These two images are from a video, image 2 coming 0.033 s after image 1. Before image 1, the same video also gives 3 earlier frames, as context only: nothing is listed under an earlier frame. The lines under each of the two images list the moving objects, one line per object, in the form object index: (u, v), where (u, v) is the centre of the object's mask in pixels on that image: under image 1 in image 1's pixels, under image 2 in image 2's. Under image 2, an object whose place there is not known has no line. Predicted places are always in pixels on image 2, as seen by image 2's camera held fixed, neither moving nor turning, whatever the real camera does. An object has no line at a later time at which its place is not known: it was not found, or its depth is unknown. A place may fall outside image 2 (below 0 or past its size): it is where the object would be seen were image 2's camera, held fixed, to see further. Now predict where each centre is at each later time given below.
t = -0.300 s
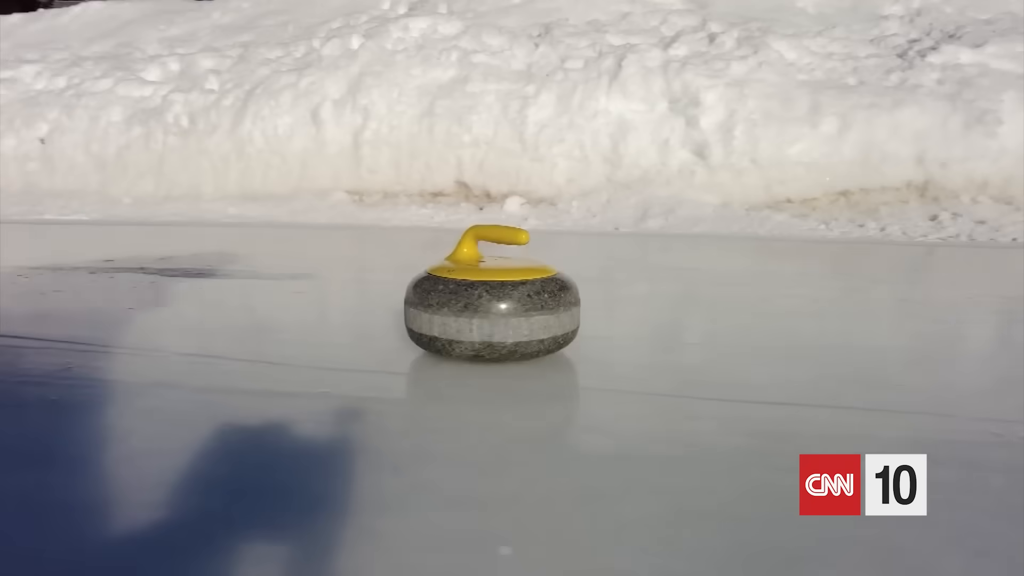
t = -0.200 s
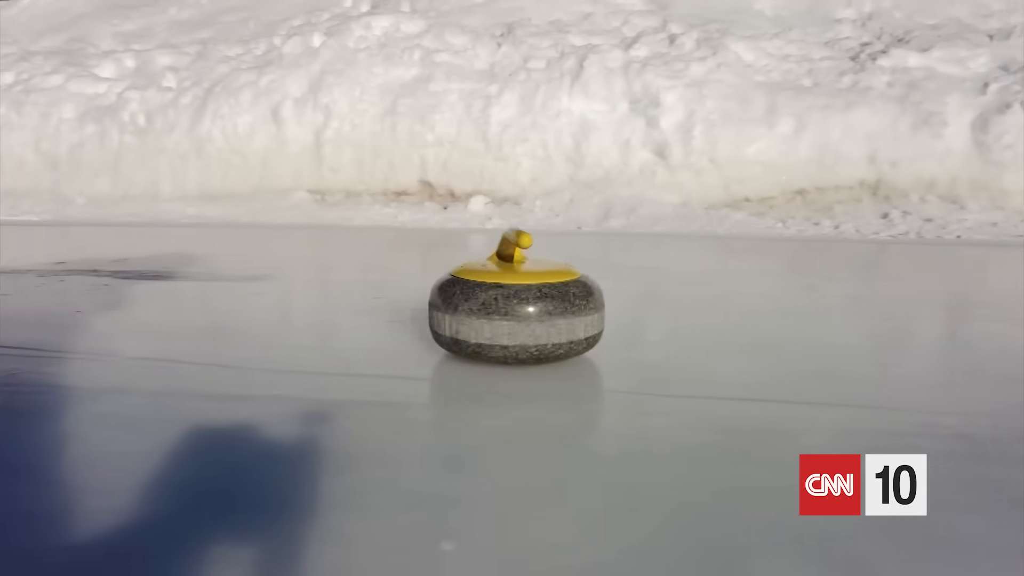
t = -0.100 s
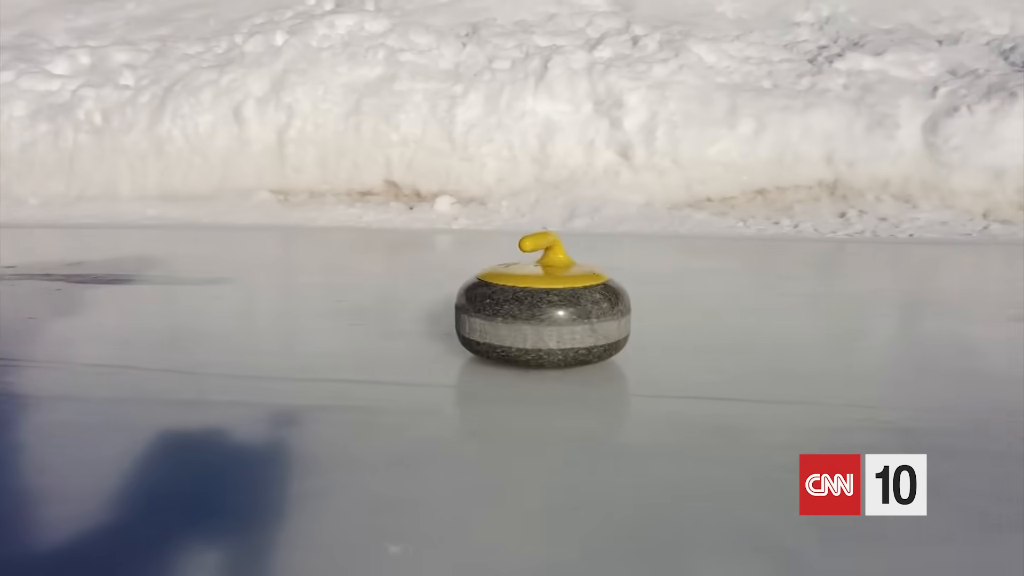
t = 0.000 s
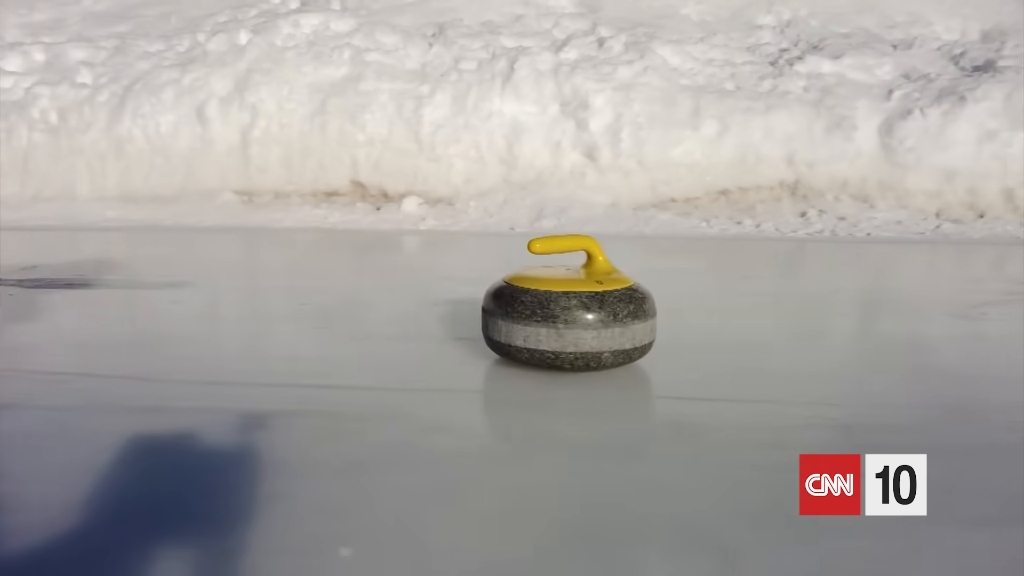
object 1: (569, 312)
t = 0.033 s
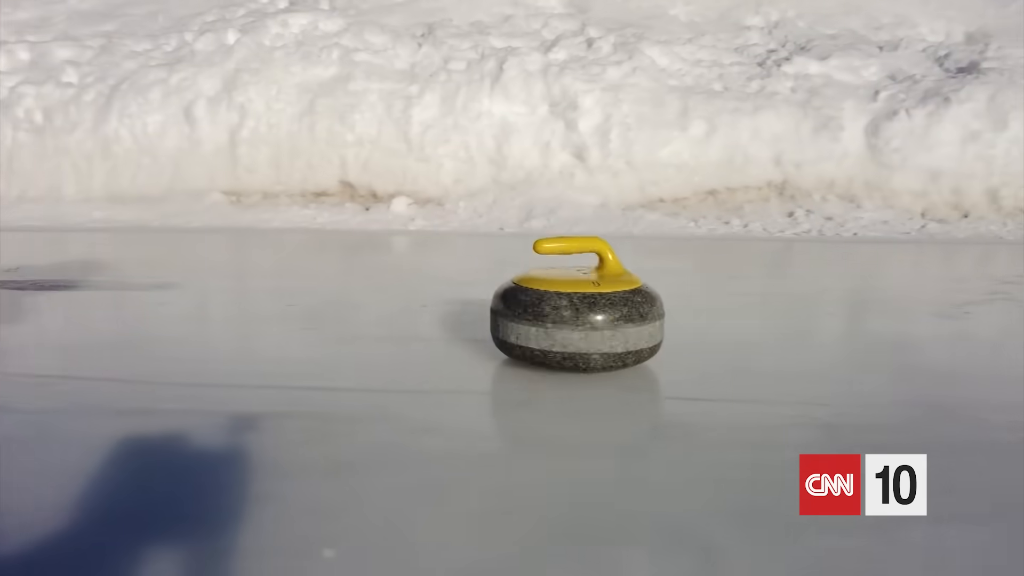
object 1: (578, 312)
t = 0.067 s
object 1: (600, 312)
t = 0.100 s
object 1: (622, 312)
